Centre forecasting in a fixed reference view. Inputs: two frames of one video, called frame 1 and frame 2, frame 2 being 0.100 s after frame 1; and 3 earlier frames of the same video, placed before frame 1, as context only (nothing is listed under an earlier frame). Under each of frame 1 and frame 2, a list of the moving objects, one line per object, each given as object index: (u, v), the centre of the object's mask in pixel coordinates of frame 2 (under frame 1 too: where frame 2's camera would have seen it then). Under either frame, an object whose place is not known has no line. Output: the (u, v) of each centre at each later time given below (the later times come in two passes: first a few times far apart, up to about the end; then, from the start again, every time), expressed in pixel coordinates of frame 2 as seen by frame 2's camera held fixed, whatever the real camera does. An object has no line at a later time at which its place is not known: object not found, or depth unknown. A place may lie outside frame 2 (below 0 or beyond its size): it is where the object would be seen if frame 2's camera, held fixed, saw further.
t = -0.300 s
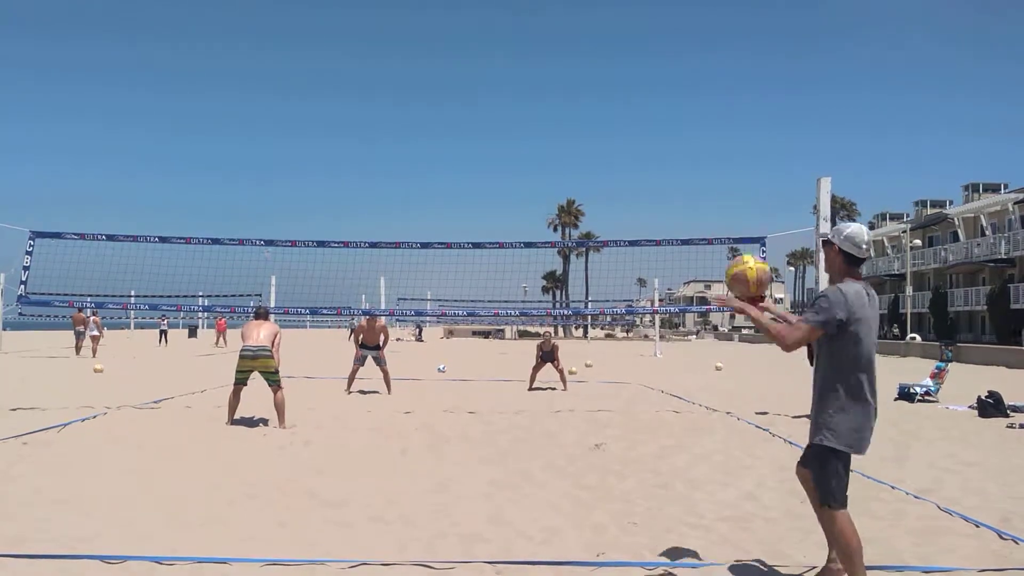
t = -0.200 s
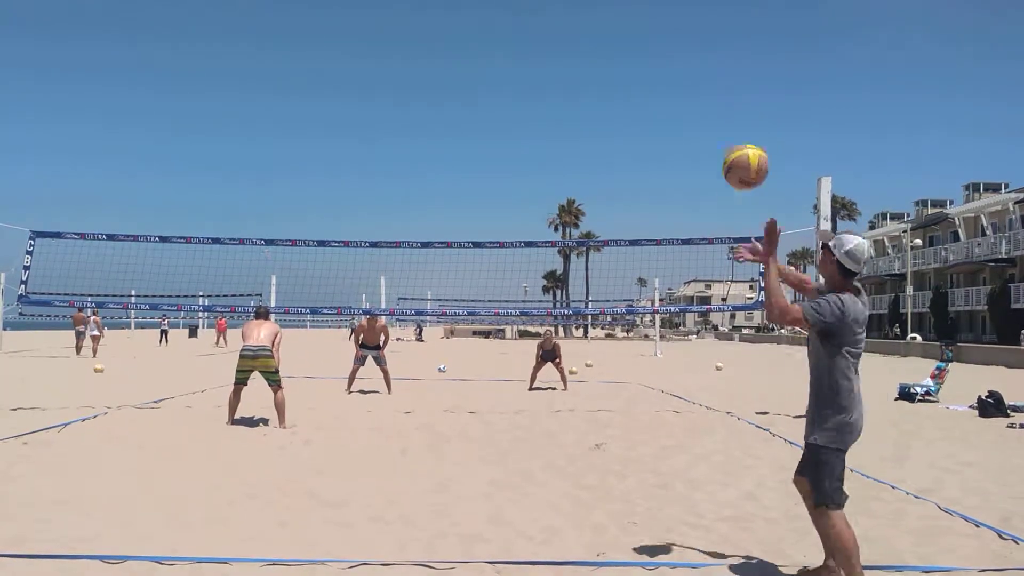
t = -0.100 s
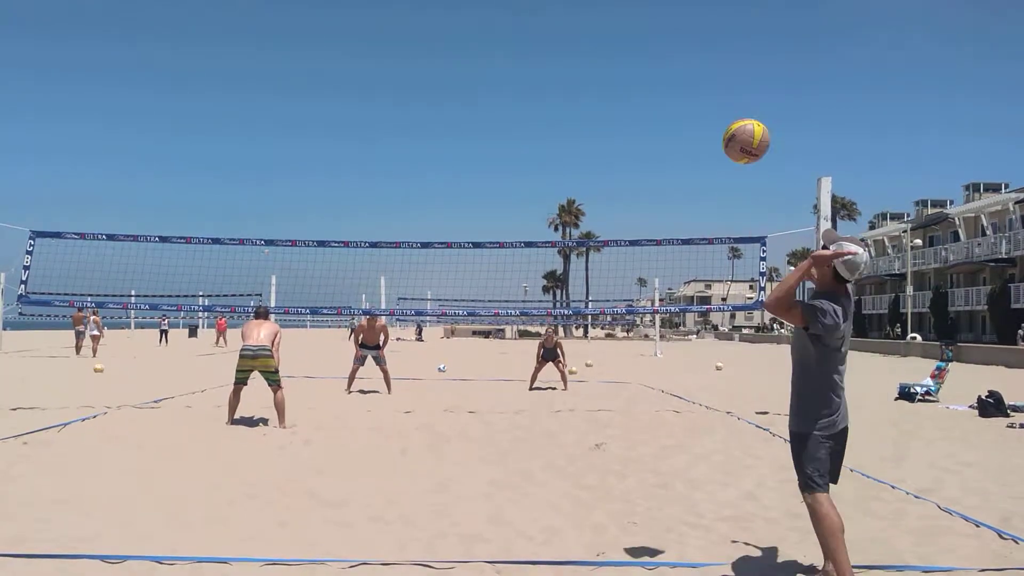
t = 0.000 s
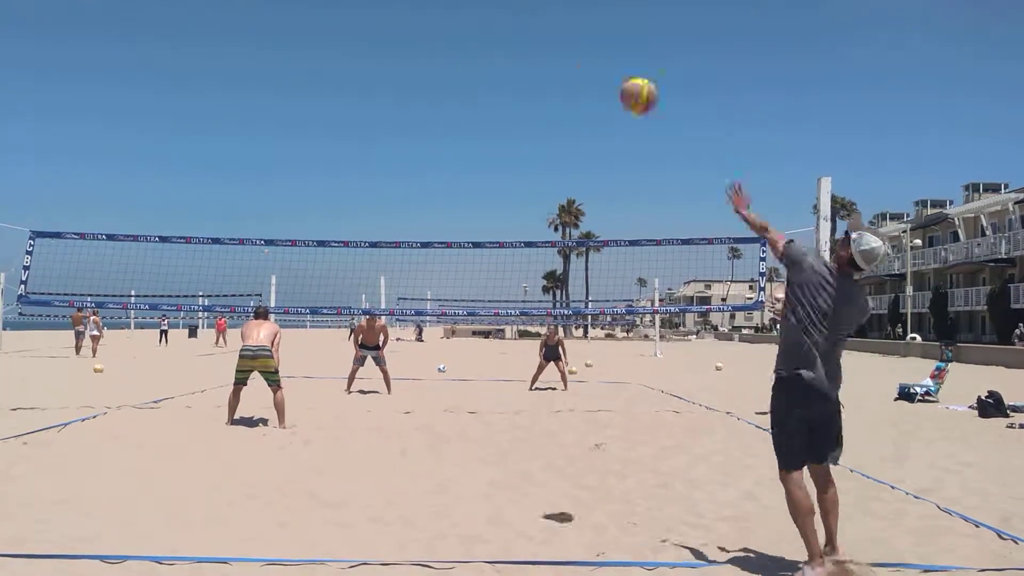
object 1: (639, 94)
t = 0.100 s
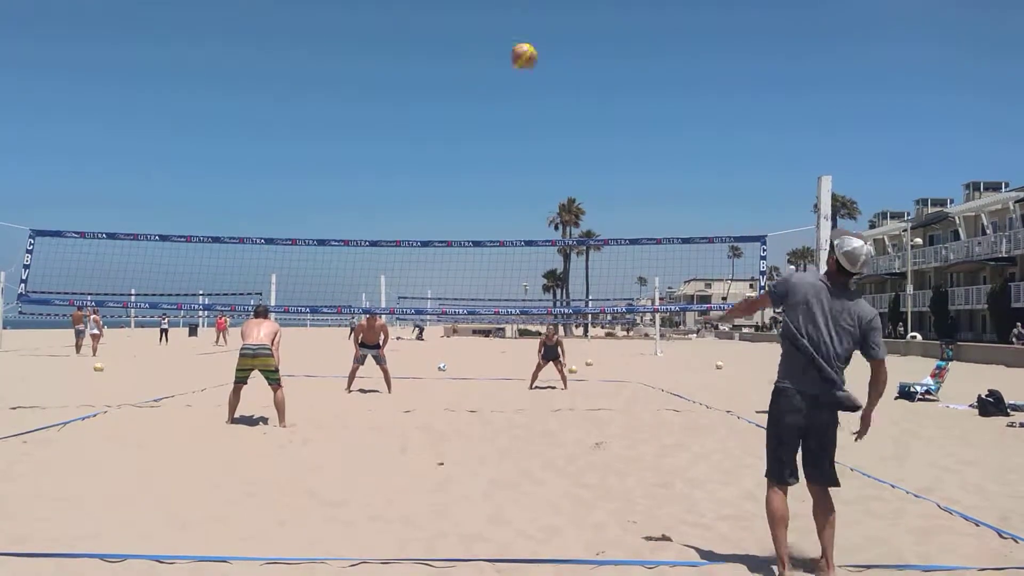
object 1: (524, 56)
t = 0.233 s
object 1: (450, 78)
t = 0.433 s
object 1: (395, 174)
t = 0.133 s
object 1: (500, 57)
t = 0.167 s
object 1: (481, 62)
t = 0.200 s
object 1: (465, 68)
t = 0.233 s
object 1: (450, 78)
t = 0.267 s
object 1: (438, 89)
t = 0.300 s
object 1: (428, 103)
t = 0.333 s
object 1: (418, 118)
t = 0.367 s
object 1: (409, 135)
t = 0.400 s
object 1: (402, 154)
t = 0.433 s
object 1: (395, 174)
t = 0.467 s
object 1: (390, 196)
